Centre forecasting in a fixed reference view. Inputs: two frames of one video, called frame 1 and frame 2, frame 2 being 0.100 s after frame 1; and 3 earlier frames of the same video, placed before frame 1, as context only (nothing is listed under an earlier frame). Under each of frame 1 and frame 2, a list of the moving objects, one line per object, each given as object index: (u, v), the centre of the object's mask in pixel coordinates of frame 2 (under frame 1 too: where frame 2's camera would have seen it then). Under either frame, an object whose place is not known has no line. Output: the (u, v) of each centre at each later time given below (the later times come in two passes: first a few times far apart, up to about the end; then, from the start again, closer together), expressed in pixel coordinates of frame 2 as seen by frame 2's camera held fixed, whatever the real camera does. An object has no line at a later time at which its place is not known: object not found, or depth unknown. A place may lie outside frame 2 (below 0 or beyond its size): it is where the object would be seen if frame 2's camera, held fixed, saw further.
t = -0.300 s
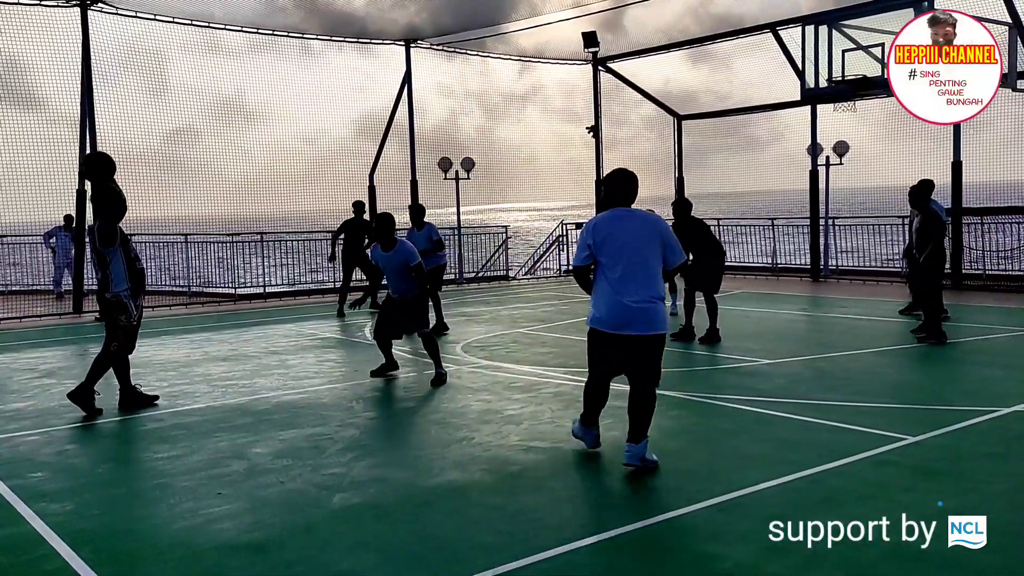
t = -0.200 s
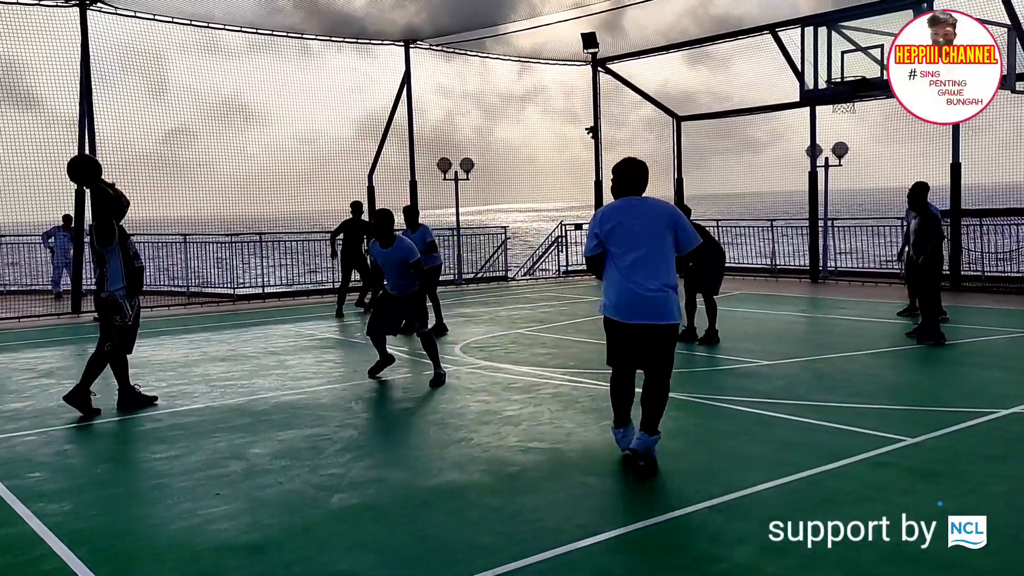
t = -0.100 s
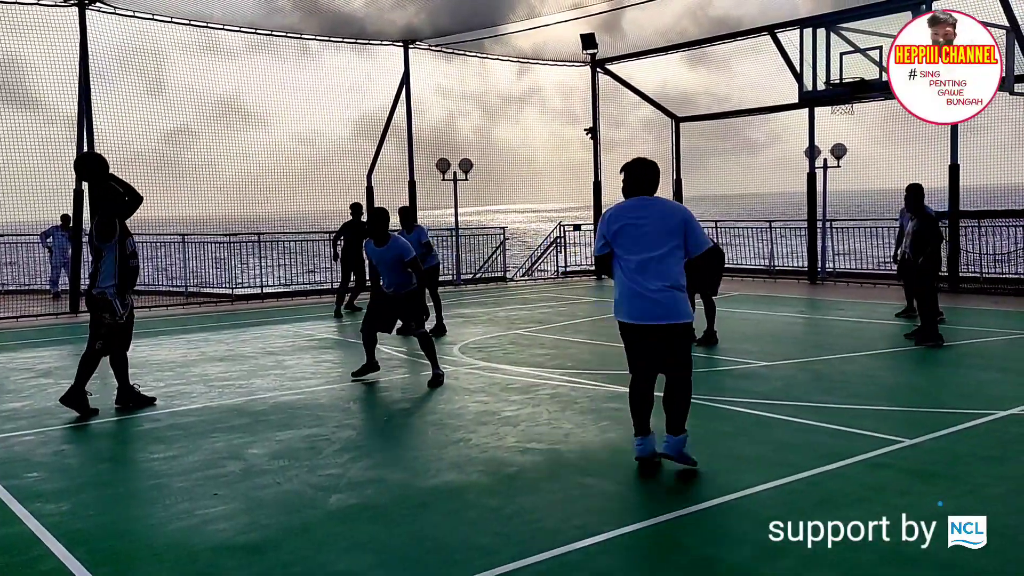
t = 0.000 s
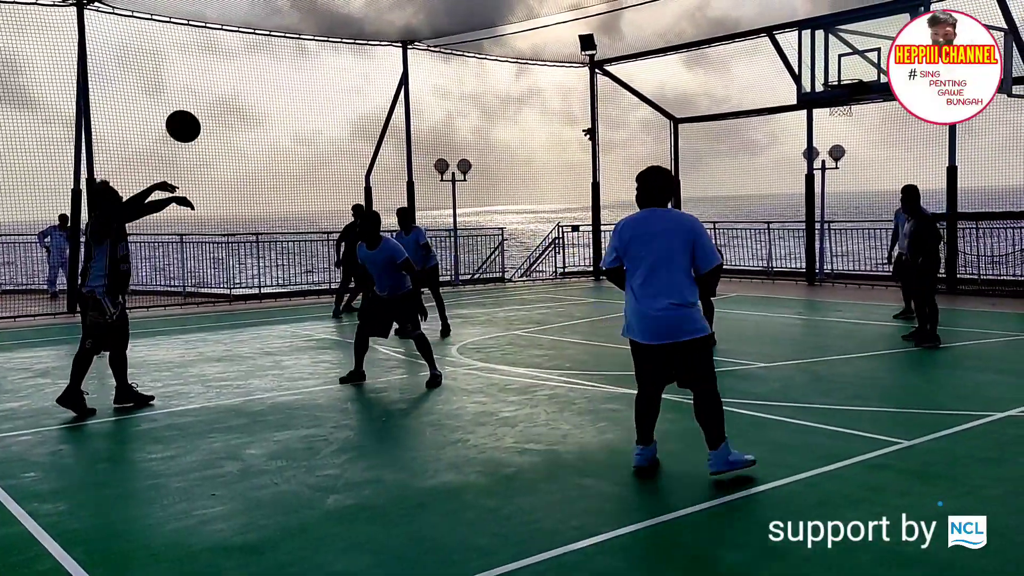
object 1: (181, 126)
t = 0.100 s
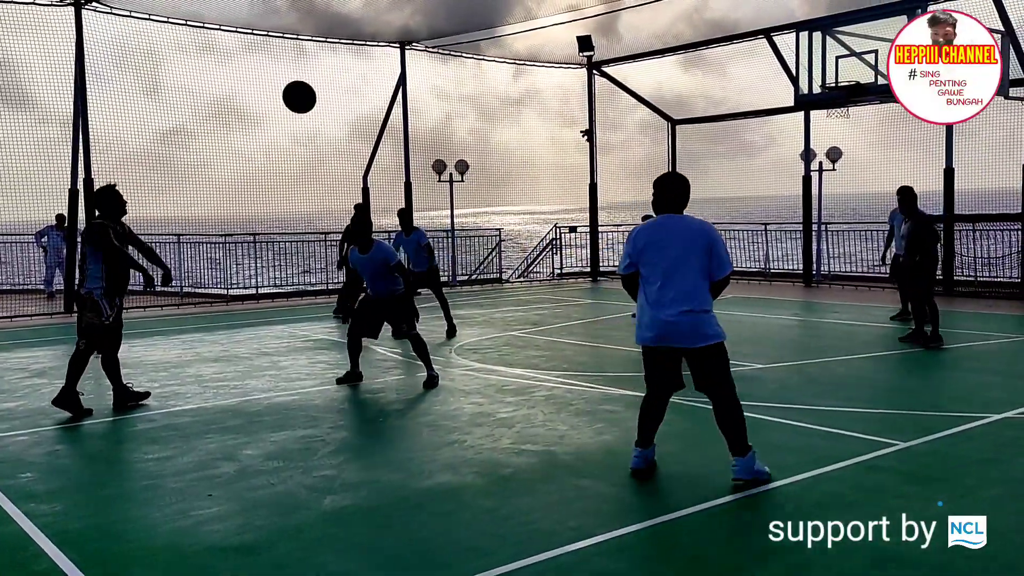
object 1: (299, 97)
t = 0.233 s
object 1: (460, 78)
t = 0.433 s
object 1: (706, 93)
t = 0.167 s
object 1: (379, 85)
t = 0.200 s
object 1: (419, 81)
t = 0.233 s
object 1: (460, 78)
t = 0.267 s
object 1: (500, 77)
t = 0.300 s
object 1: (541, 77)
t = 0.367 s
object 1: (623, 82)
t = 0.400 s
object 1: (665, 87)
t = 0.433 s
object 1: (706, 93)
